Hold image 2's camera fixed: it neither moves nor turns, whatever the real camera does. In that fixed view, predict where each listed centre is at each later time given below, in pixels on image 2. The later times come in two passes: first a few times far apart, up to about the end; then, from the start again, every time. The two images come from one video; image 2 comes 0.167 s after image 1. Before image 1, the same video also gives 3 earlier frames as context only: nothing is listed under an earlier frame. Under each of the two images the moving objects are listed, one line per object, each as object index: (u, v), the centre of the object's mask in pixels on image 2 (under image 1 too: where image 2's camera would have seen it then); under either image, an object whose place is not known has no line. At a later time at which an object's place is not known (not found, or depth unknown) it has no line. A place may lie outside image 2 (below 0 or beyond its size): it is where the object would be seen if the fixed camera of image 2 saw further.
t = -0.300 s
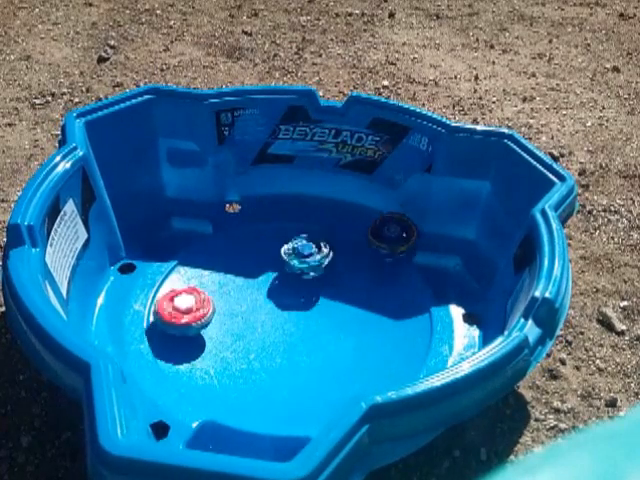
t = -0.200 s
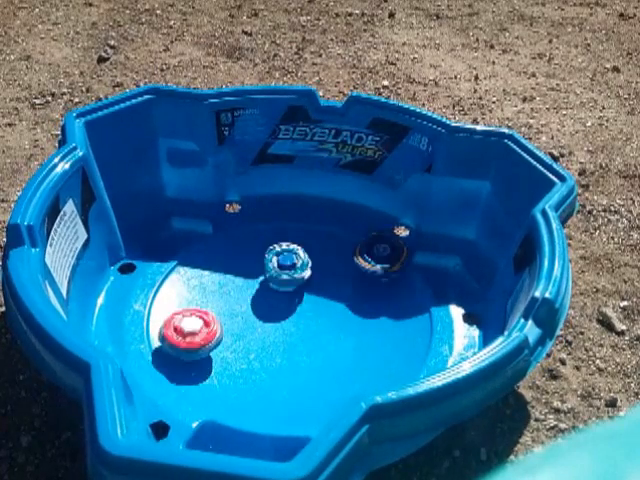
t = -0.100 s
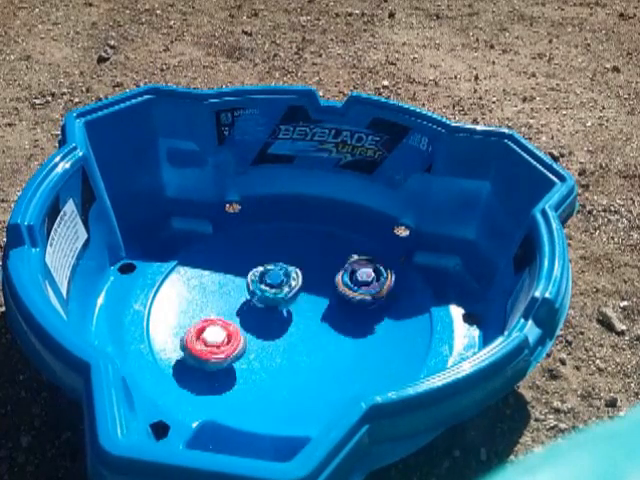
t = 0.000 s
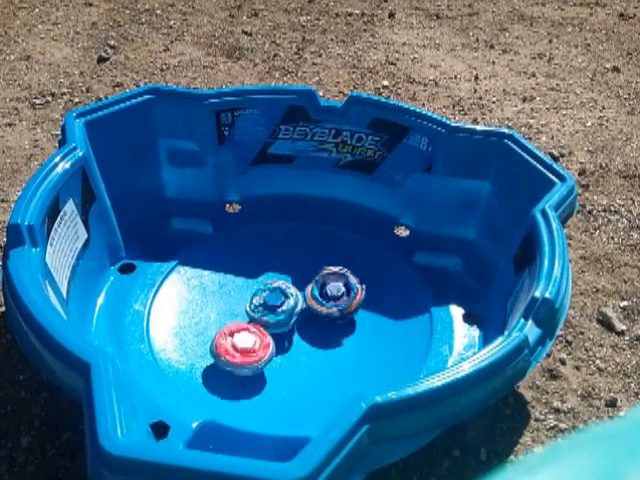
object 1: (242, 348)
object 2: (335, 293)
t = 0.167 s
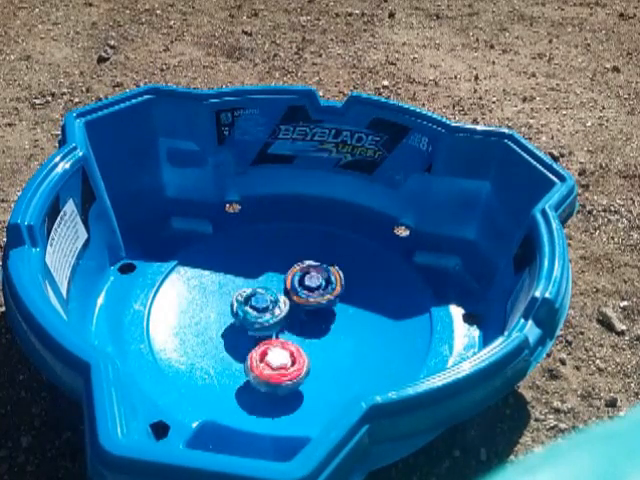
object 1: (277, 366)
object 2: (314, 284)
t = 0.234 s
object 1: (295, 360)
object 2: (305, 281)
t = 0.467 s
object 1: (397, 346)
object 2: (300, 234)
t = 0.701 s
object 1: (404, 279)
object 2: (345, 229)
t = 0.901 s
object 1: (380, 269)
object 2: (311, 237)
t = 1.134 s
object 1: (342, 267)
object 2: (273, 226)
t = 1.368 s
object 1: (318, 271)
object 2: (298, 230)
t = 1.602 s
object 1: (292, 300)
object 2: (268, 242)
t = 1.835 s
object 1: (284, 306)
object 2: (232, 254)
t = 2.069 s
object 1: (278, 319)
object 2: (210, 269)
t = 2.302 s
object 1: (265, 306)
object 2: (189, 280)
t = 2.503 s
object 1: (265, 292)
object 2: (191, 280)
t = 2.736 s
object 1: (278, 267)
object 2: (160, 301)
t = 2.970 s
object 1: (269, 249)
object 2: (180, 303)
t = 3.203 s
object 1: (244, 278)
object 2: (217, 331)
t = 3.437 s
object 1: (281, 308)
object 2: (258, 354)
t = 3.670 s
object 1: (266, 230)
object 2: (263, 401)
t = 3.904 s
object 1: (221, 235)
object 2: (272, 377)
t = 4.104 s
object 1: (206, 266)
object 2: (310, 355)
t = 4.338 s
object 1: (215, 283)
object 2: (347, 320)
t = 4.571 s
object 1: (254, 300)
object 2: (366, 287)
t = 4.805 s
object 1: (300, 286)
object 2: (361, 260)
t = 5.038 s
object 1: (209, 310)
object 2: (389, 227)
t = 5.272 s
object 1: (203, 340)
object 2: (353, 202)
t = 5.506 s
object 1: (229, 346)
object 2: (298, 196)
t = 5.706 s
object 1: (255, 326)
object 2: (250, 199)
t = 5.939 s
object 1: (256, 288)
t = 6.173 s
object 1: (277, 264)
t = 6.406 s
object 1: (300, 251)
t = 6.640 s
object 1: (317, 254)
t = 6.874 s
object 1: (321, 275)
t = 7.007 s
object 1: (314, 288)
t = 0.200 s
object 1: (286, 363)
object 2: (309, 282)
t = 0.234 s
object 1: (295, 360)
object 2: (305, 281)
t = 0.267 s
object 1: (303, 356)
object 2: (301, 280)
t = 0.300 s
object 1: (310, 350)
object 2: (296, 277)
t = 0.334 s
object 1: (317, 344)
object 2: (293, 274)
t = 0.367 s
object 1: (330, 342)
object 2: (289, 271)
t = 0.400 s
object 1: (359, 347)
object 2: (292, 259)
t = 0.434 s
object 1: (382, 348)
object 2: (295, 244)
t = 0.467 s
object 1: (397, 346)
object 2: (300, 234)
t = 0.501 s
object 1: (405, 340)
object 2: (305, 227)
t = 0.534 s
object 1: (409, 330)
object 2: (311, 221)
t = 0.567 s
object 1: (413, 319)
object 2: (319, 220)
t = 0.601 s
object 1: (414, 308)
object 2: (326, 219)
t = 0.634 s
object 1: (412, 299)
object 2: (334, 221)
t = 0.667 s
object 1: (409, 289)
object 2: (339, 224)
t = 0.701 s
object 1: (404, 279)
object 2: (345, 229)
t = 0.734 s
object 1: (396, 272)
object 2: (346, 235)
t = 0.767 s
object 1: (389, 266)
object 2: (347, 239)
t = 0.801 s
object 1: (393, 269)
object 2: (336, 238)
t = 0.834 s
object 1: (392, 271)
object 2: (326, 237)
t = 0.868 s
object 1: (387, 270)
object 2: (318, 238)
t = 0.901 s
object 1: (380, 269)
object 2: (311, 237)
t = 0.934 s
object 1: (373, 268)
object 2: (303, 237)
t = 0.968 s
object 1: (365, 267)
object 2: (297, 234)
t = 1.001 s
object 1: (357, 266)
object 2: (290, 233)
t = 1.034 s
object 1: (350, 267)
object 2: (285, 230)
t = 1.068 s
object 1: (342, 268)
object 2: (280, 228)
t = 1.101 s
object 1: (334, 269)
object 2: (275, 226)
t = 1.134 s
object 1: (342, 267)
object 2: (273, 226)
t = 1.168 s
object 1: (344, 266)
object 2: (271, 226)
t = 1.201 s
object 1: (342, 265)
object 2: (269, 227)
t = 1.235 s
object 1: (338, 265)
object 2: (267, 226)
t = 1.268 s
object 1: (333, 265)
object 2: (272, 217)
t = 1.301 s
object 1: (328, 266)
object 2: (284, 220)
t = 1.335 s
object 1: (322, 268)
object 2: (294, 225)
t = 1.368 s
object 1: (318, 271)
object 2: (298, 230)
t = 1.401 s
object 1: (314, 277)
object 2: (298, 233)
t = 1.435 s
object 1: (309, 281)
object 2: (294, 234)
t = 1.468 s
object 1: (305, 284)
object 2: (289, 235)
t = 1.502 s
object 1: (302, 288)
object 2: (283, 237)
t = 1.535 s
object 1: (298, 292)
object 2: (278, 239)
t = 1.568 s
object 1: (295, 296)
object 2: (273, 240)
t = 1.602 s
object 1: (292, 300)
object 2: (268, 242)
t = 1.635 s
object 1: (291, 301)
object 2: (262, 244)
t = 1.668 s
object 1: (290, 302)
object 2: (257, 247)
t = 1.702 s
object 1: (289, 304)
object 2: (251, 248)
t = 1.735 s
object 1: (289, 304)
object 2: (247, 249)
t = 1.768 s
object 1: (289, 303)
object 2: (242, 250)
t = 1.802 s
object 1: (287, 304)
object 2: (237, 252)
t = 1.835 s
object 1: (284, 306)
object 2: (232, 254)
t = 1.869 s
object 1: (282, 308)
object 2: (228, 255)
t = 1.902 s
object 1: (281, 310)
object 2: (224, 257)
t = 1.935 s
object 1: (279, 312)
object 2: (221, 260)
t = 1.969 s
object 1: (278, 314)
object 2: (219, 261)
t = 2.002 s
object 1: (277, 315)
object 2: (215, 263)
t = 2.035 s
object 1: (277, 317)
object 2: (212, 266)
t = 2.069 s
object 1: (278, 319)
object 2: (210, 269)
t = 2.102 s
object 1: (278, 320)
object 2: (209, 269)
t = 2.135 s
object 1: (273, 316)
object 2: (206, 273)
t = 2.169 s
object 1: (265, 311)
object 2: (205, 276)
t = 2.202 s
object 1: (260, 308)
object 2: (204, 278)
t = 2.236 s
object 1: (256, 306)
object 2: (202, 280)
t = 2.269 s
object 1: (261, 306)
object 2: (194, 280)
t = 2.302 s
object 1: (265, 306)
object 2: (189, 280)
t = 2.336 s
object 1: (266, 305)
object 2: (187, 278)
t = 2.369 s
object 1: (266, 302)
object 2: (185, 278)
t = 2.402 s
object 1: (266, 300)
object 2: (185, 277)
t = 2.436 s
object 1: (266, 297)
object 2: (186, 278)
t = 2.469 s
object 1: (265, 295)
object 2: (188, 279)
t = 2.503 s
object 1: (265, 292)
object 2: (191, 280)
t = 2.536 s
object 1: (263, 289)
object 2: (194, 282)
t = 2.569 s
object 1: (260, 287)
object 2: (197, 284)
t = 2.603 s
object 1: (262, 285)
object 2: (195, 287)
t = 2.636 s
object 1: (258, 284)
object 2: (190, 291)
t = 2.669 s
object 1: (267, 277)
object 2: (175, 296)
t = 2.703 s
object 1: (274, 271)
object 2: (166, 300)
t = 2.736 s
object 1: (278, 267)
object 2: (160, 301)
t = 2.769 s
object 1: (280, 263)
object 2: (156, 300)
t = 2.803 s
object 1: (282, 258)
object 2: (160, 297)
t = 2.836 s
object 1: (285, 254)
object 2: (164, 297)
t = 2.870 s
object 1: (286, 250)
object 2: (169, 296)
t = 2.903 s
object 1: (287, 247)
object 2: (172, 297)
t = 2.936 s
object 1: (284, 246)
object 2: (175, 300)
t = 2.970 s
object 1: (269, 249)
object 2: (180, 303)
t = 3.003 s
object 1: (256, 251)
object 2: (184, 306)
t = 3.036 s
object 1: (248, 255)
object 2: (190, 310)
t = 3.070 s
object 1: (243, 259)
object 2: (195, 314)
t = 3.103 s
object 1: (241, 264)
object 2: (200, 318)
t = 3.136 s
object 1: (241, 268)
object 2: (206, 323)
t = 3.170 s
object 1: (242, 273)
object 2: (211, 327)
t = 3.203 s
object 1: (244, 278)
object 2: (217, 331)
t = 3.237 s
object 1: (247, 284)
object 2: (223, 335)
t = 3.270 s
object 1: (250, 288)
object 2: (228, 339)
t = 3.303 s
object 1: (255, 293)
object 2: (234, 343)
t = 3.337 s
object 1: (261, 297)
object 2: (239, 346)
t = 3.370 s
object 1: (267, 301)
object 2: (246, 348)
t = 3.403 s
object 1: (274, 305)
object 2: (251, 352)
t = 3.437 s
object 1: (281, 308)
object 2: (258, 354)
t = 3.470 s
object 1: (289, 310)
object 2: (263, 356)
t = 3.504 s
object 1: (296, 311)
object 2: (269, 357)
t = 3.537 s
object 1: (289, 302)
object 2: (271, 370)
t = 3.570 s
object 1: (281, 279)
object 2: (271, 393)
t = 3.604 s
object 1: (276, 259)
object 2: (270, 405)
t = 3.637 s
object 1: (271, 243)
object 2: (266, 403)
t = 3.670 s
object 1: (266, 230)
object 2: (263, 401)
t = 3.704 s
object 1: (260, 223)
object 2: (260, 396)
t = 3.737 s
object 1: (253, 218)
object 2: (259, 393)
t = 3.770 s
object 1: (247, 220)
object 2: (260, 389)
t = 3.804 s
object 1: (241, 223)
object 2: (261, 386)
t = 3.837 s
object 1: (234, 228)
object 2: (263, 384)
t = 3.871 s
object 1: (227, 231)
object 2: (267, 381)
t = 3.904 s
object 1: (221, 235)
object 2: (272, 377)
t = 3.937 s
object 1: (215, 239)
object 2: (277, 375)
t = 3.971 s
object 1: (211, 244)
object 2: (283, 372)
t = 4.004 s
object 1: (208, 249)
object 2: (290, 367)
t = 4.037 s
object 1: (205, 254)
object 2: (297, 363)
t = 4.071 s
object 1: (205, 260)
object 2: (303, 360)
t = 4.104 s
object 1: (206, 266)
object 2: (310, 355)
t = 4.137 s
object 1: (208, 272)
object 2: (316, 350)
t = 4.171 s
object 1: (210, 276)
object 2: (322, 345)
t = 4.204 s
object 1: (207, 275)
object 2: (328, 341)
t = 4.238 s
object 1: (207, 274)
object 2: (334, 336)
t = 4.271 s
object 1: (210, 276)
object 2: (339, 331)
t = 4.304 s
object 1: (212, 279)
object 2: (342, 326)
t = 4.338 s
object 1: (215, 283)
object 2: (347, 320)
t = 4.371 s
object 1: (218, 286)
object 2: (351, 315)
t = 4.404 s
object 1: (223, 289)
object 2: (355, 311)
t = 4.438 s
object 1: (228, 292)
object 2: (358, 305)
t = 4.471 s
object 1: (233, 295)
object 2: (360, 300)
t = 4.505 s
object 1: (240, 296)
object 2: (363, 296)
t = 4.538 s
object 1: (247, 298)
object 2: (364, 293)
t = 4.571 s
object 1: (254, 300)
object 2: (366, 287)
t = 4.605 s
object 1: (261, 301)
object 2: (366, 284)
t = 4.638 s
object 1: (269, 302)
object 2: (368, 279)
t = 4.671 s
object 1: (276, 303)
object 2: (366, 276)
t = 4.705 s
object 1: (284, 303)
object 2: (367, 271)
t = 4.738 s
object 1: (290, 300)
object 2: (365, 268)
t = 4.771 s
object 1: (296, 294)
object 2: (363, 264)
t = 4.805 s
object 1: (300, 286)
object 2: (361, 260)
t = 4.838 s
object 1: (304, 280)
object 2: (357, 259)
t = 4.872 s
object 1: (290, 283)
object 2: (364, 249)
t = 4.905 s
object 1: (263, 292)
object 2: (380, 236)
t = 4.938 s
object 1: (241, 299)
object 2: (384, 236)
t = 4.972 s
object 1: (224, 303)
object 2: (387, 235)
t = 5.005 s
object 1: (214, 307)
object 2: (389, 231)
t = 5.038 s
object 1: (209, 310)
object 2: (389, 227)
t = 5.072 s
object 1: (206, 314)
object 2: (388, 223)
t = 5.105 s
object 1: (204, 320)
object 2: (386, 220)
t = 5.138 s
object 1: (203, 325)
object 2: (381, 214)
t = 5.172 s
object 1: (202, 329)
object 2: (375, 211)
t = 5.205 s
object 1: (201, 333)
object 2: (367, 207)
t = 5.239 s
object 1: (201, 337)
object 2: (360, 205)
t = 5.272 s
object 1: (203, 340)
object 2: (353, 202)
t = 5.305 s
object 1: (205, 343)
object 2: (345, 202)
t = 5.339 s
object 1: (207, 345)
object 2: (338, 200)
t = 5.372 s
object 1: (210, 347)
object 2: (330, 199)
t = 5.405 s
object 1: (214, 347)
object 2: (322, 197)
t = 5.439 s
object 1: (219, 346)
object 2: (314, 196)
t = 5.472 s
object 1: (224, 347)
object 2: (306, 196)
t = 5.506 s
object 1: (229, 346)
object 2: (298, 196)
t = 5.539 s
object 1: (234, 344)
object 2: (290, 195)
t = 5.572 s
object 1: (239, 342)
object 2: (282, 196)
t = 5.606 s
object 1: (245, 339)
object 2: (274, 196)
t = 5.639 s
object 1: (251, 336)
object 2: (265, 197)
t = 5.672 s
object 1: (257, 332)
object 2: (257, 198)
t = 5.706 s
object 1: (255, 326)
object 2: (250, 199)
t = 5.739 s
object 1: (250, 318)
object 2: (242, 200)
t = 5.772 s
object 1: (249, 312)
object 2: (235, 202)
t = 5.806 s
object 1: (250, 306)
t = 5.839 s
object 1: (251, 301)
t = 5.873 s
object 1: (252, 297)
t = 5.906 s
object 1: (254, 291)
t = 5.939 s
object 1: (256, 288)
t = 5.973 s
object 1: (259, 285)
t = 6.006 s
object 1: (262, 279)
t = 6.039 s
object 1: (265, 277)
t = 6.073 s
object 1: (268, 274)
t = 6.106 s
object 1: (271, 269)
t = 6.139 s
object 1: (274, 266)
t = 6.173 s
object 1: (277, 264)
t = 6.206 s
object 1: (280, 262)
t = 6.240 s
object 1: (283, 258)
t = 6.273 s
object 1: (286, 257)
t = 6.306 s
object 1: (289, 256)
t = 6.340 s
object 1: (293, 253)
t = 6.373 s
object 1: (296, 252)
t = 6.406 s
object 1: (300, 251)
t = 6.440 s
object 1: (303, 250)
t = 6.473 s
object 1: (306, 250)
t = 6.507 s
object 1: (308, 249)
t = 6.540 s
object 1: (311, 250)
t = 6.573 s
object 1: (314, 251)
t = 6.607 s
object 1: (316, 252)
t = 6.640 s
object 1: (317, 254)
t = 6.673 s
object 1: (319, 255)
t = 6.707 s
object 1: (320, 258)
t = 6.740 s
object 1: (321, 260)
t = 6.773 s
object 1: (322, 263)
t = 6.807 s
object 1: (322, 267)
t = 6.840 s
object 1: (322, 271)
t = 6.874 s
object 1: (321, 275)
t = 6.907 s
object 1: (321, 279)
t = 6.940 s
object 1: (319, 283)
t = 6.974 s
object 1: (317, 287)
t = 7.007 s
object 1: (314, 288)
